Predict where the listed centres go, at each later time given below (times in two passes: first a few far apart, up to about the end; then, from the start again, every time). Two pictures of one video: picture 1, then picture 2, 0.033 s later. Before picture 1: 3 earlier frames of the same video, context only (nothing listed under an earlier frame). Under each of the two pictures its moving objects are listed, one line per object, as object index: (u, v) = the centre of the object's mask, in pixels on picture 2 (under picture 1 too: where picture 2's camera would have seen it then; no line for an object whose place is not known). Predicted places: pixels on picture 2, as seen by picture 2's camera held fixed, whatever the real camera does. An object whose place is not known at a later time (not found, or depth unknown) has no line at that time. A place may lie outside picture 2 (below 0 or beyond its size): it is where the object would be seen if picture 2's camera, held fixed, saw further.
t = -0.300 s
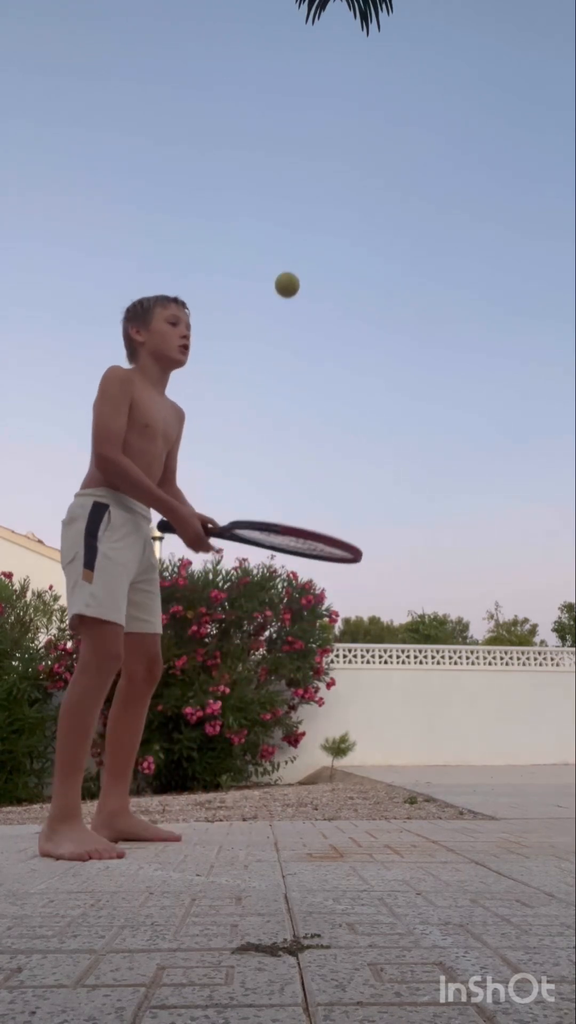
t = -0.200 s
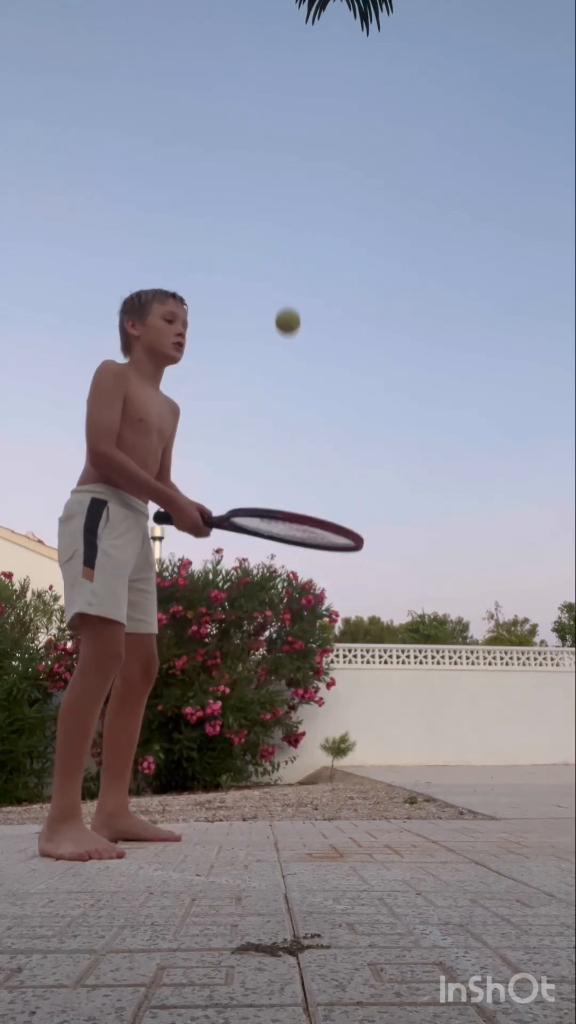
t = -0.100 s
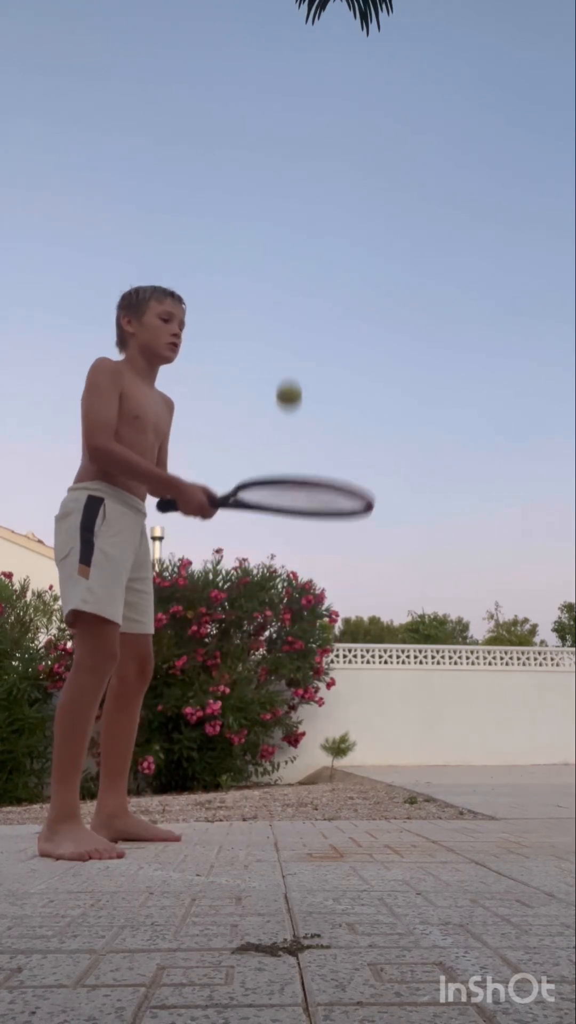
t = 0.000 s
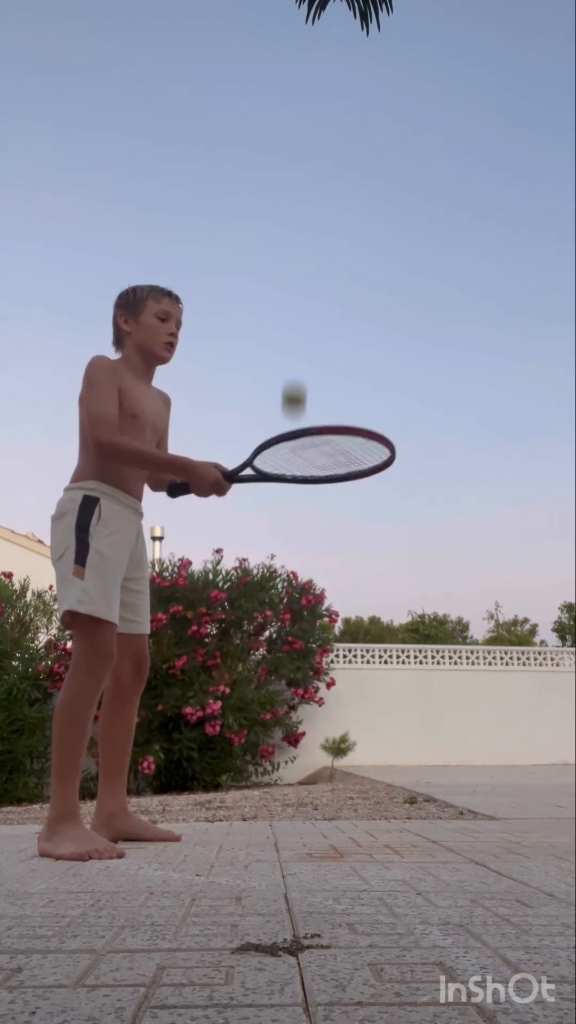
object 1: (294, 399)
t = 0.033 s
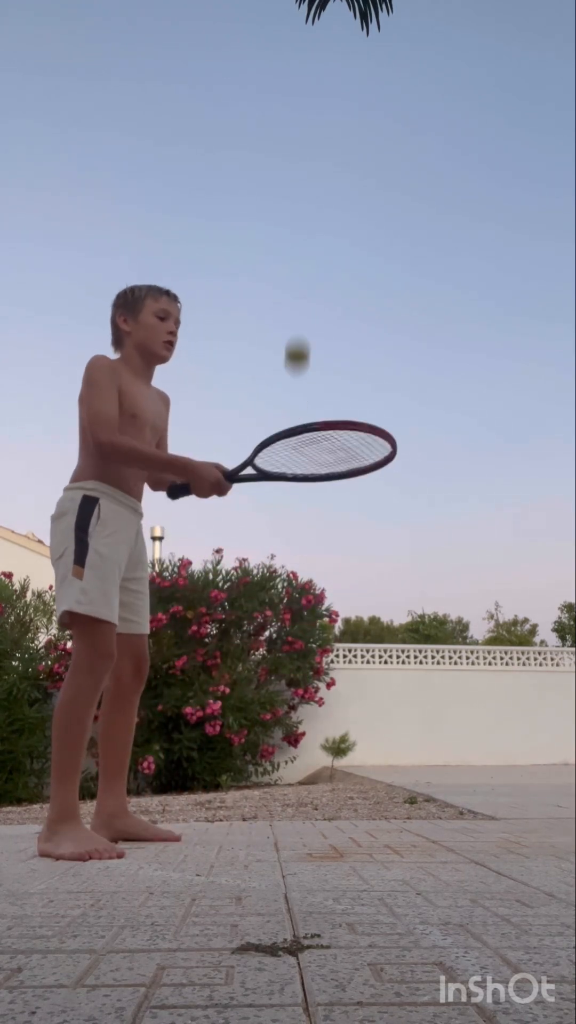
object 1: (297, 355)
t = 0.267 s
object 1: (319, 174)
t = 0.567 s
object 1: (354, 202)
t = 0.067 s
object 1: (300, 317)
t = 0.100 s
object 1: (303, 282)
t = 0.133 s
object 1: (307, 253)
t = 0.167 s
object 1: (310, 227)
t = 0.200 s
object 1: (313, 206)
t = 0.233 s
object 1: (316, 188)
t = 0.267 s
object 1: (319, 174)
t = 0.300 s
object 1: (323, 164)
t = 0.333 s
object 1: (326, 157)
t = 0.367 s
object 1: (330, 153)
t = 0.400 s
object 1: (333, 153)
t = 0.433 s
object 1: (337, 155)
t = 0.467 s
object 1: (341, 162)
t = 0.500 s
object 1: (345, 171)
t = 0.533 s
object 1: (349, 185)
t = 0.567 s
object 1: (354, 202)
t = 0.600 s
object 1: (358, 223)
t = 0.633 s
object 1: (363, 248)
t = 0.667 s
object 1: (368, 278)
